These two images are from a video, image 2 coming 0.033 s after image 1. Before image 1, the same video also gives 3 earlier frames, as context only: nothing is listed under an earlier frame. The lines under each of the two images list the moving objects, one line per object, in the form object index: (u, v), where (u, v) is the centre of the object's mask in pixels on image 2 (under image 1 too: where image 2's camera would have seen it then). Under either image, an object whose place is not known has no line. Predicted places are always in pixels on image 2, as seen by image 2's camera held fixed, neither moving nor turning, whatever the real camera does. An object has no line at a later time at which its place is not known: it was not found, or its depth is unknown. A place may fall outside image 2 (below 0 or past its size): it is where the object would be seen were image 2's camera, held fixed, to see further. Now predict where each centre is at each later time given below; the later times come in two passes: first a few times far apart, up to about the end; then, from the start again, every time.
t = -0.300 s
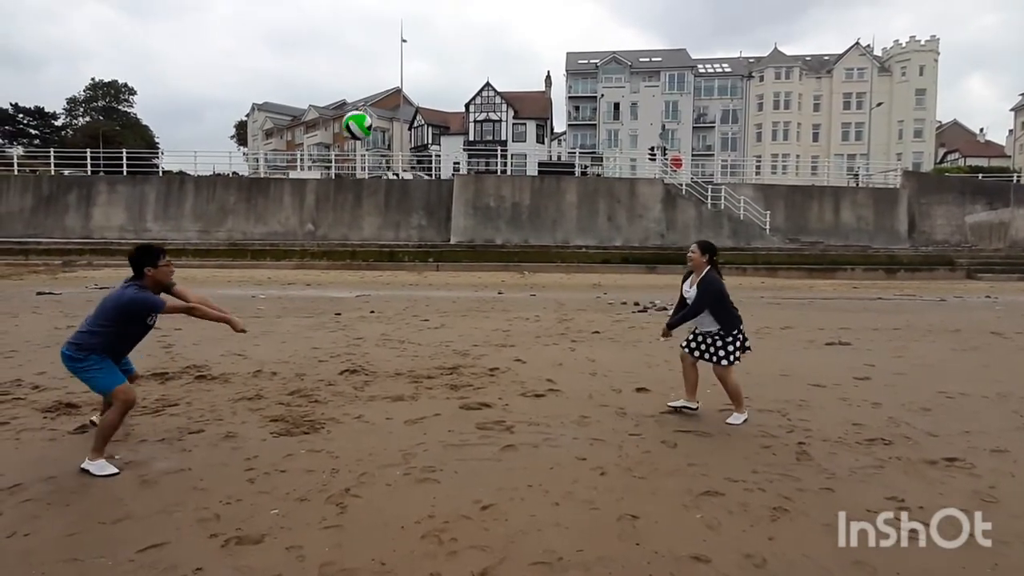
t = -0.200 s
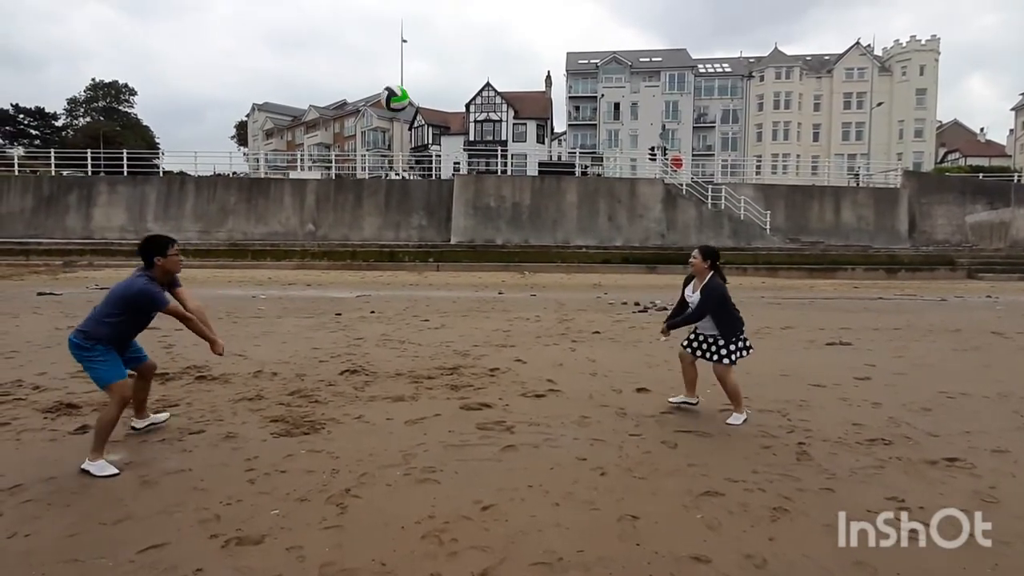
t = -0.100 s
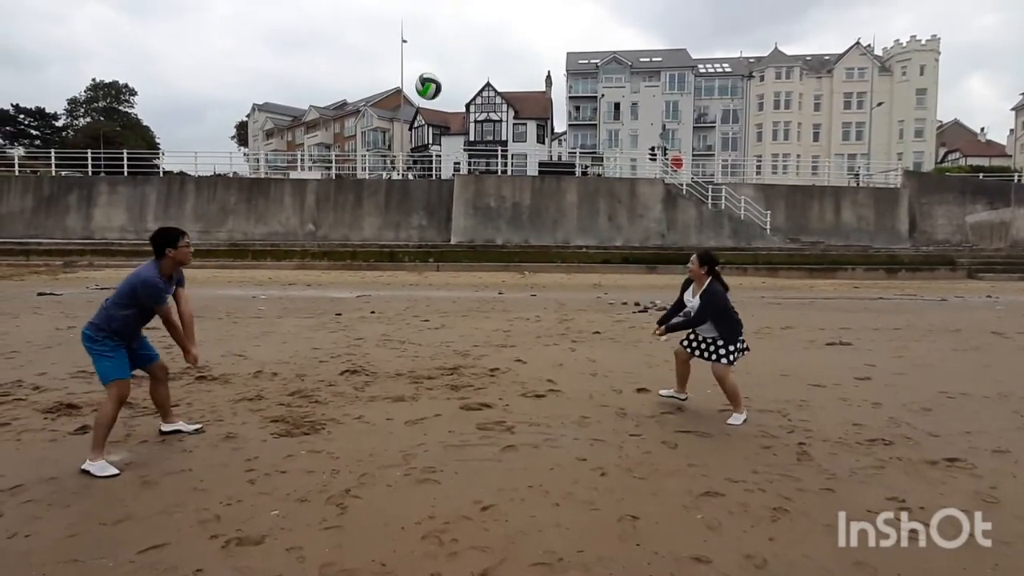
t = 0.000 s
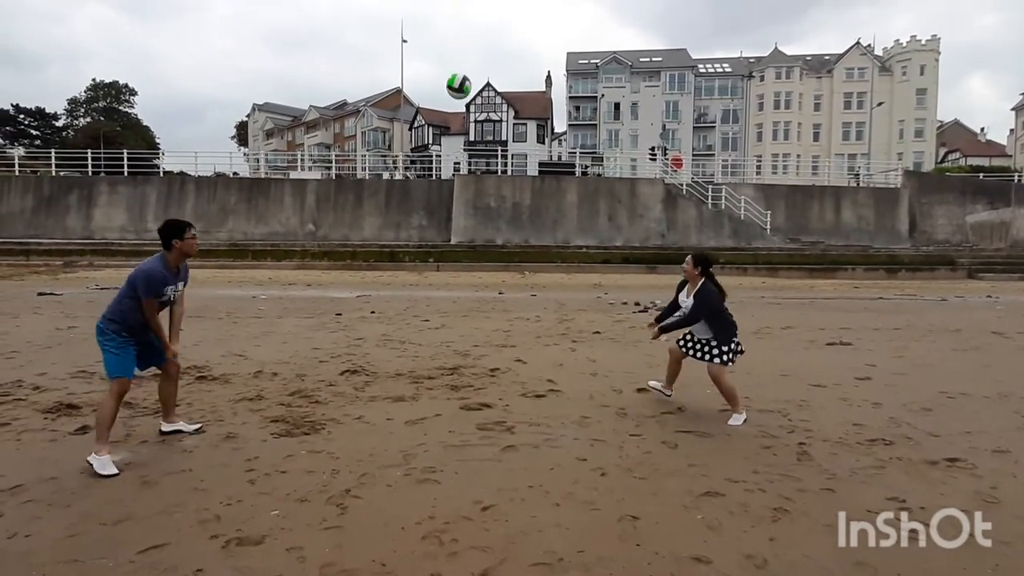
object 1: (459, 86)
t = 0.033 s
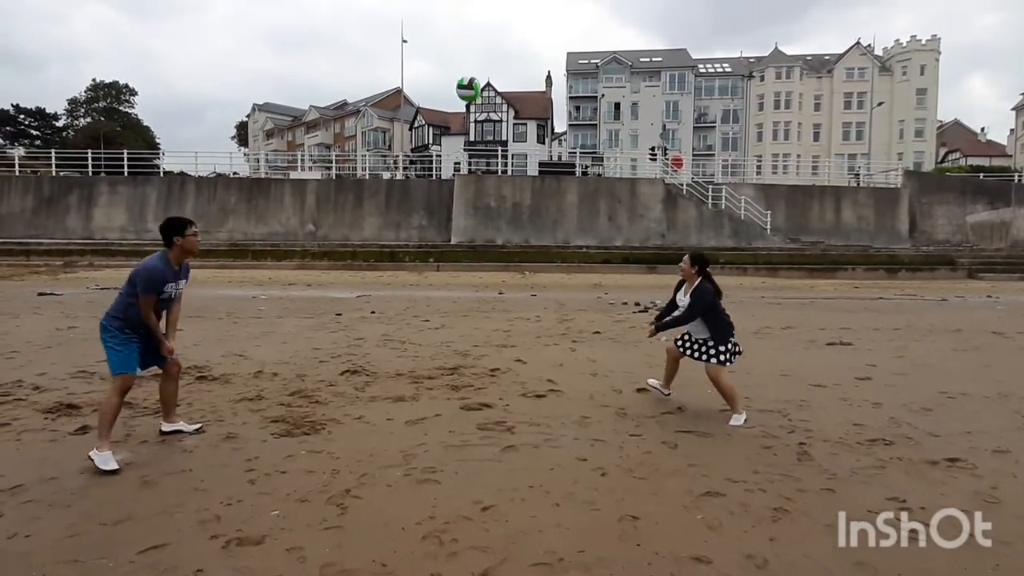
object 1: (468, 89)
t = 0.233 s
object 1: (519, 127)
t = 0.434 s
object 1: (559, 198)
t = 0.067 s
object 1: (477, 92)
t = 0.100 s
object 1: (486, 97)
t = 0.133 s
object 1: (495, 103)
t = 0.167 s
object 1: (503, 109)
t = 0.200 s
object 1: (511, 117)
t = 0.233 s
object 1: (519, 127)
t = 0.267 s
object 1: (526, 136)
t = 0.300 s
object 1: (533, 148)
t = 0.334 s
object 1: (540, 159)
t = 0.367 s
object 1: (547, 171)
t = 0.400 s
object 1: (553, 184)
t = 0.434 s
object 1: (559, 198)
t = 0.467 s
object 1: (565, 212)
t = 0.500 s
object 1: (571, 227)
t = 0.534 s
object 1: (577, 243)
